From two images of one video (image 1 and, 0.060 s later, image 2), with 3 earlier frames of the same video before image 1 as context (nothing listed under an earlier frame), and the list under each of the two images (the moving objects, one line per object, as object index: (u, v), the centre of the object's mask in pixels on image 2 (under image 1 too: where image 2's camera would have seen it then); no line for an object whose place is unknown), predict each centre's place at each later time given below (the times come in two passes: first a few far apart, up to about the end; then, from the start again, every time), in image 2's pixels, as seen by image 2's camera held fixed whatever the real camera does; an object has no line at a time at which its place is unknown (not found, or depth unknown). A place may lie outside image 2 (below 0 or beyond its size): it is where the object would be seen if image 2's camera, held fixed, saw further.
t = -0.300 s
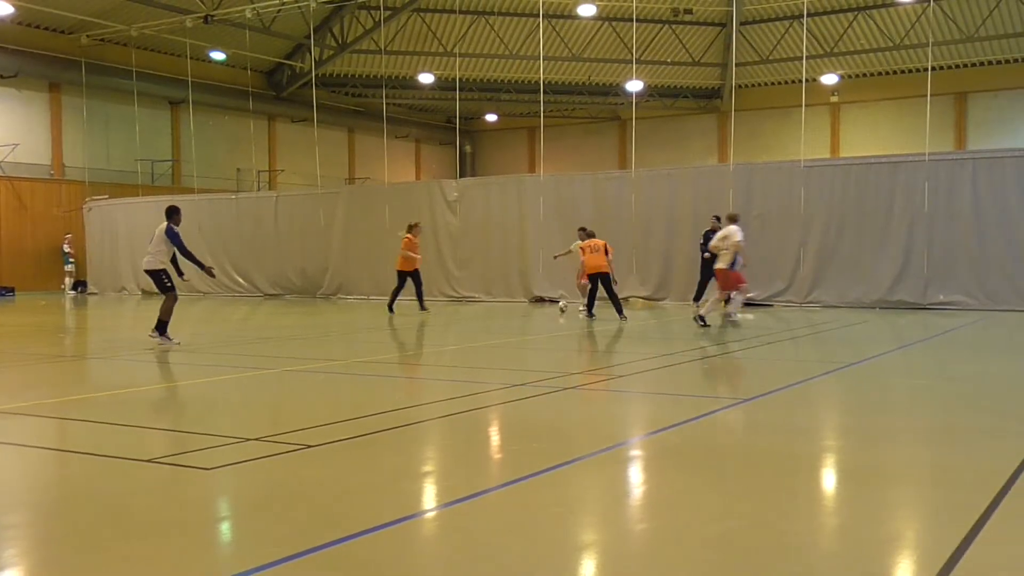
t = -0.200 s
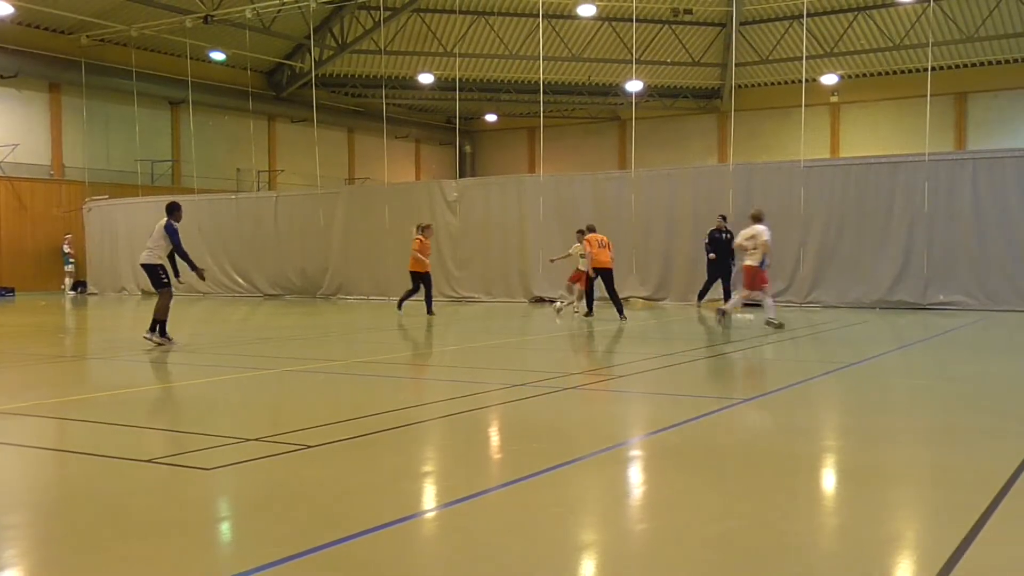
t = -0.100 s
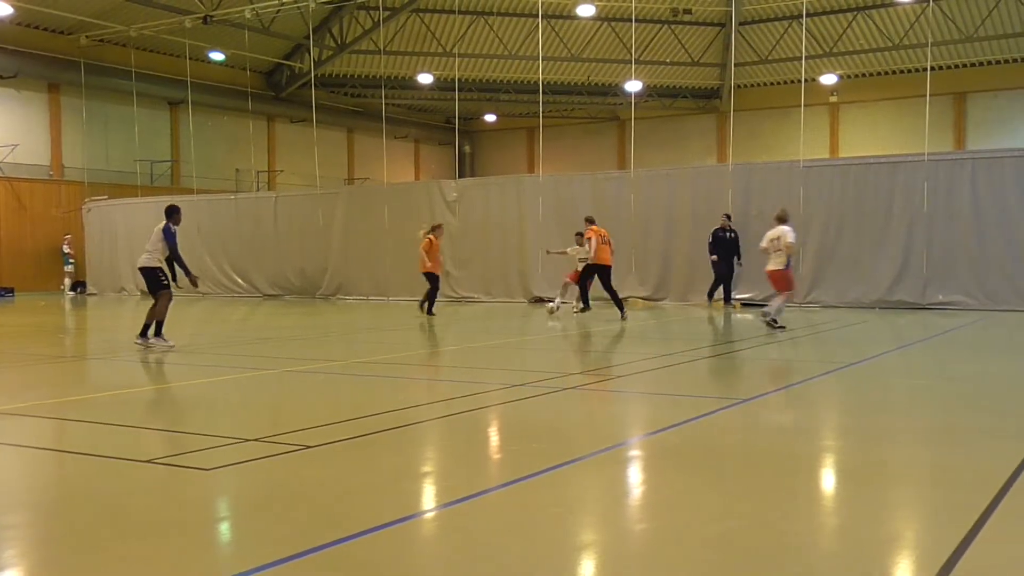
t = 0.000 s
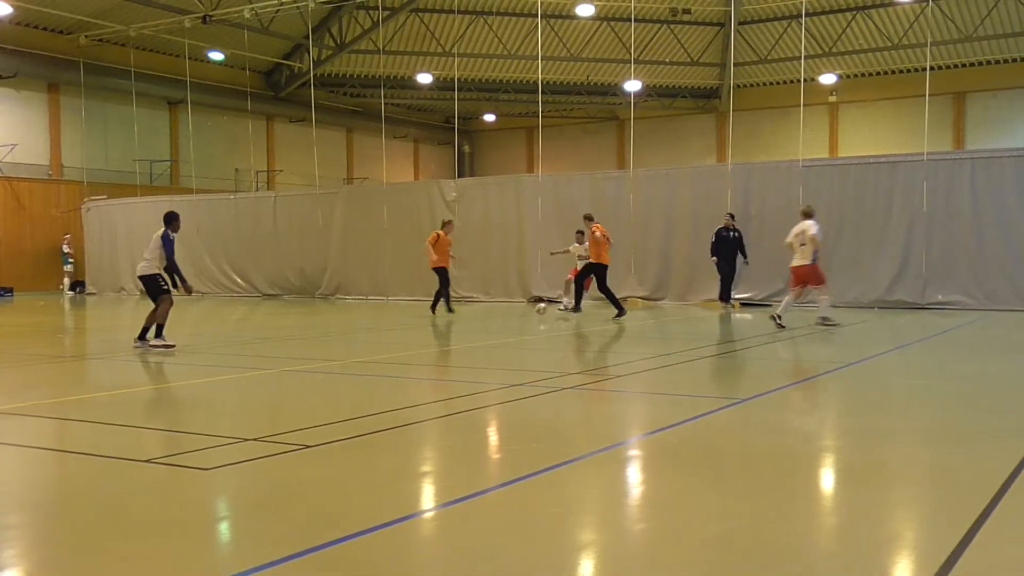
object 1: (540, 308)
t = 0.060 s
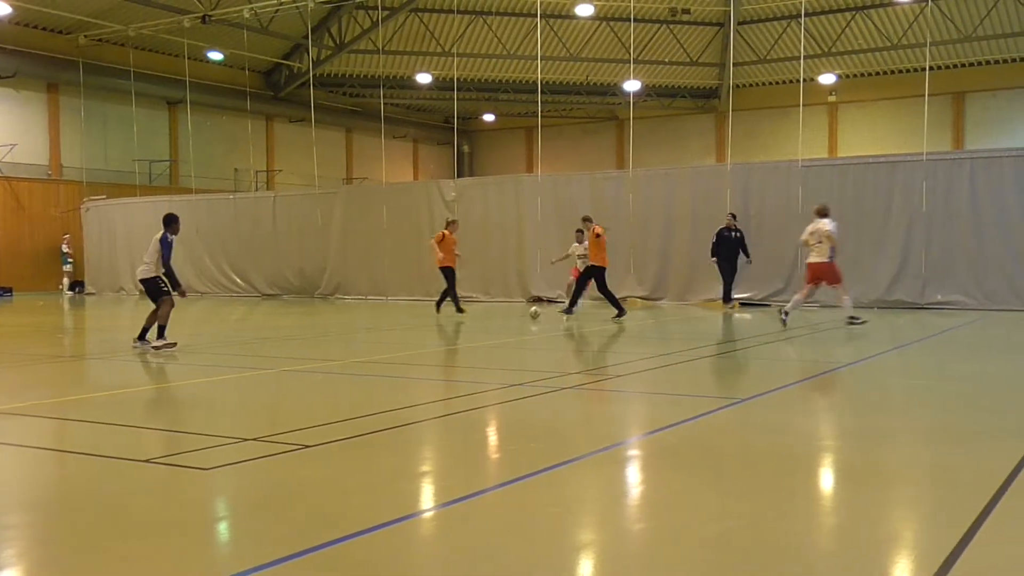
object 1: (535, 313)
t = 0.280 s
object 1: (512, 317)
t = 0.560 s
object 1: (481, 328)
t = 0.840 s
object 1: (442, 339)
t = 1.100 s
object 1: (396, 351)
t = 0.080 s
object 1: (533, 312)
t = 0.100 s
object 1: (531, 313)
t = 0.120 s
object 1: (528, 312)
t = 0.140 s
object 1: (526, 314)
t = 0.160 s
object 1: (525, 315)
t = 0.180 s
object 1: (523, 316)
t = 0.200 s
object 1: (520, 317)
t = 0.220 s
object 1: (519, 317)
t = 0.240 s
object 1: (516, 316)
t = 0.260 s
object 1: (515, 317)
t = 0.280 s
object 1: (512, 317)
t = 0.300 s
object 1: (511, 318)
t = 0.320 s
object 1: (508, 319)
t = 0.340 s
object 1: (506, 321)
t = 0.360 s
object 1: (504, 321)
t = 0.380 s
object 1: (502, 322)
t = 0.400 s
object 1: (500, 323)
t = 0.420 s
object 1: (498, 324)
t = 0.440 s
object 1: (495, 324)
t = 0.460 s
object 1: (493, 325)
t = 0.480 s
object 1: (491, 325)
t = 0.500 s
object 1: (488, 326)
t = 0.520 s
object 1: (485, 327)
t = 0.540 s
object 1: (484, 328)
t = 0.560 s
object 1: (481, 328)
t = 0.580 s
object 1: (479, 328)
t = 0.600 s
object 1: (477, 329)
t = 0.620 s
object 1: (473, 330)
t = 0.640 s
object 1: (471, 331)
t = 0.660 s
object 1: (469, 331)
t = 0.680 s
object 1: (466, 332)
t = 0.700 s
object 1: (463, 333)
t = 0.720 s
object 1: (460, 334)
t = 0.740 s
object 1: (457, 334)
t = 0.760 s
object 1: (454, 334)
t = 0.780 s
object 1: (452, 335)
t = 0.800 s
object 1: (448, 336)
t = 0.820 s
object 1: (446, 337)
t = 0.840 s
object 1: (442, 339)
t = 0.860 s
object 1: (439, 339)
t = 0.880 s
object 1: (436, 339)
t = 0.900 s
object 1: (432, 340)
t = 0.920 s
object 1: (429, 341)
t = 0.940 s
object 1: (426, 342)
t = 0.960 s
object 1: (422, 344)
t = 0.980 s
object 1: (418, 344)
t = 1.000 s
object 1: (415, 345)
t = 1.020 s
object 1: (411, 346)
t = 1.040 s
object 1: (407, 348)
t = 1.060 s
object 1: (403, 350)
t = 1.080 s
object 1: (398, 350)
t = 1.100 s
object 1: (396, 351)
